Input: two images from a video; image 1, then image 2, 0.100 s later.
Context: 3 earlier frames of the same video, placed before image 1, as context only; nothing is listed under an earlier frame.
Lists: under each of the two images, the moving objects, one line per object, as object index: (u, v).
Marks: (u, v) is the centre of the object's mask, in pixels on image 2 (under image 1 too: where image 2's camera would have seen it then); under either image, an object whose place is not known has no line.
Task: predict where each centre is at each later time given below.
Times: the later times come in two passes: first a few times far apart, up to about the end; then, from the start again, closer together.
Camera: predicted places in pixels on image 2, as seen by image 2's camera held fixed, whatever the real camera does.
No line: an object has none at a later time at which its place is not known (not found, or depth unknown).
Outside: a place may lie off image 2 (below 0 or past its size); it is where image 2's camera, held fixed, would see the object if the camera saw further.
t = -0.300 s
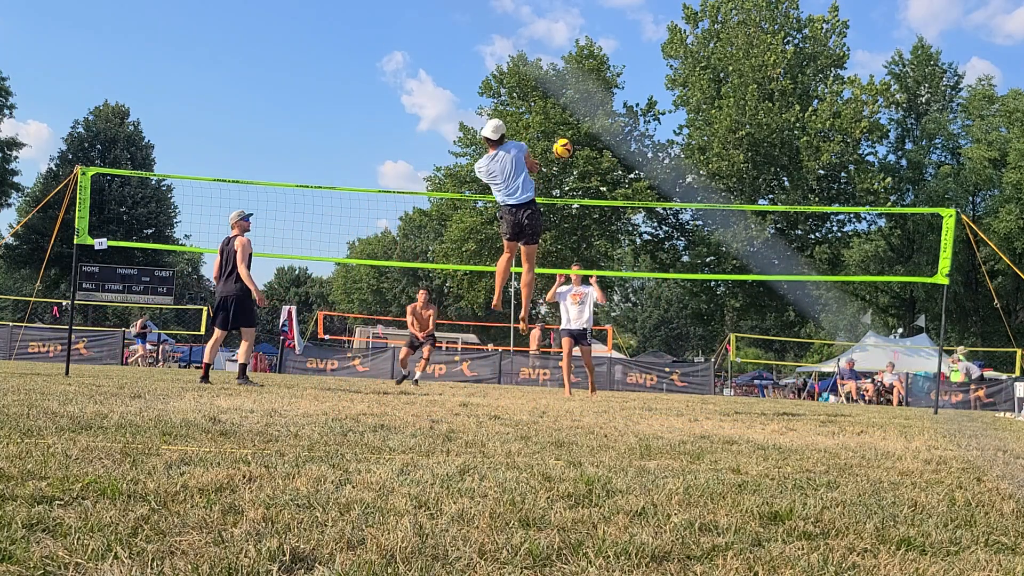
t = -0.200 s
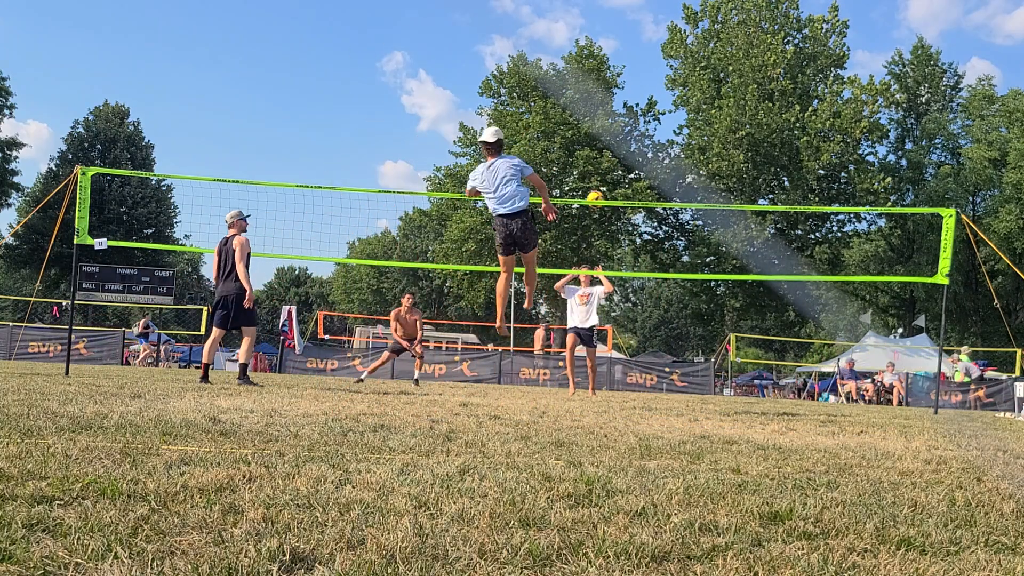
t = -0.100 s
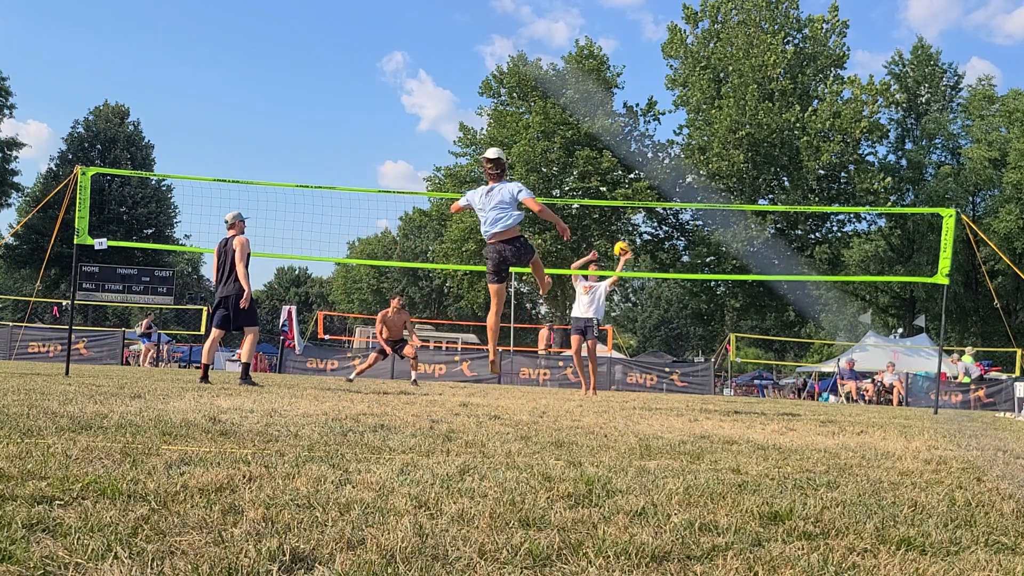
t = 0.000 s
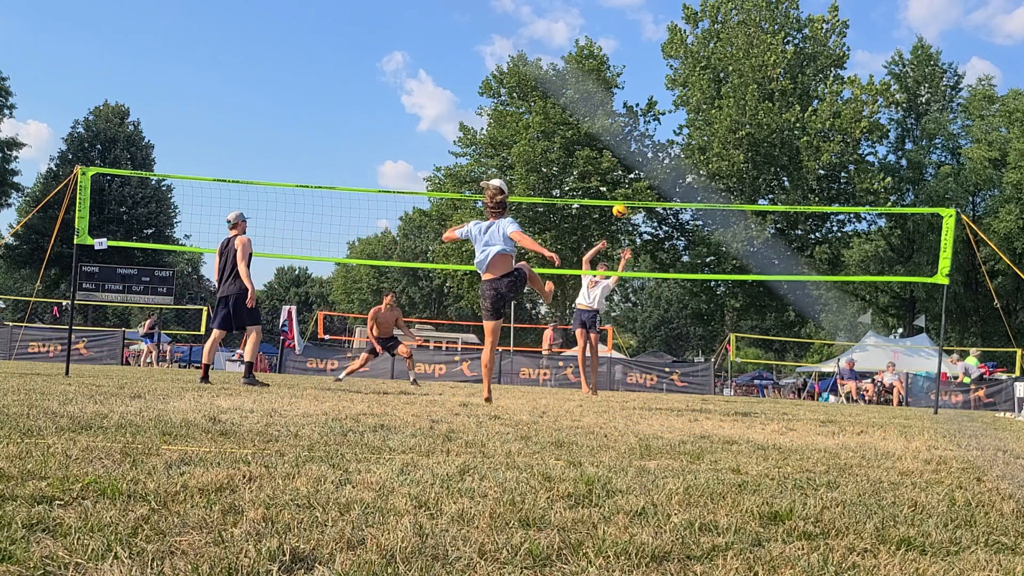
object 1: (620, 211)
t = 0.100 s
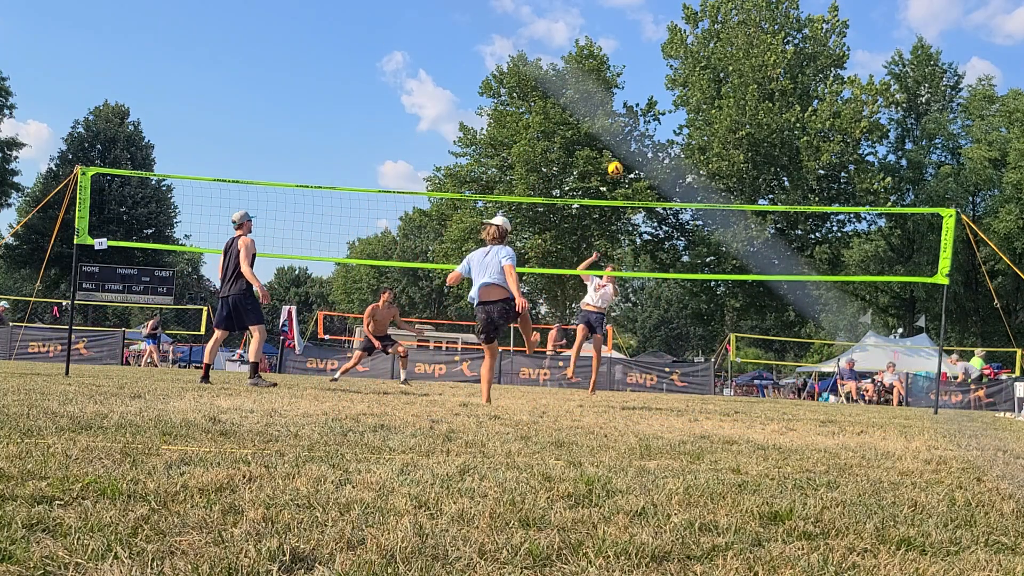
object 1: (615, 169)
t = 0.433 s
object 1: (599, 94)
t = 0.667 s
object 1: (590, 89)
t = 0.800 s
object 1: (585, 99)
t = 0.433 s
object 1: (599, 94)
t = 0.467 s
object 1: (598, 91)
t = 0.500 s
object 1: (597, 89)
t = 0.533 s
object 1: (595, 88)
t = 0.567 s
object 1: (594, 87)
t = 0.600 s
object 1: (592, 87)
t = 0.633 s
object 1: (591, 87)
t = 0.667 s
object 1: (590, 89)
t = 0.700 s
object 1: (588, 90)
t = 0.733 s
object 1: (587, 92)
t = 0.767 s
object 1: (586, 96)
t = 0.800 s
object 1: (585, 99)
